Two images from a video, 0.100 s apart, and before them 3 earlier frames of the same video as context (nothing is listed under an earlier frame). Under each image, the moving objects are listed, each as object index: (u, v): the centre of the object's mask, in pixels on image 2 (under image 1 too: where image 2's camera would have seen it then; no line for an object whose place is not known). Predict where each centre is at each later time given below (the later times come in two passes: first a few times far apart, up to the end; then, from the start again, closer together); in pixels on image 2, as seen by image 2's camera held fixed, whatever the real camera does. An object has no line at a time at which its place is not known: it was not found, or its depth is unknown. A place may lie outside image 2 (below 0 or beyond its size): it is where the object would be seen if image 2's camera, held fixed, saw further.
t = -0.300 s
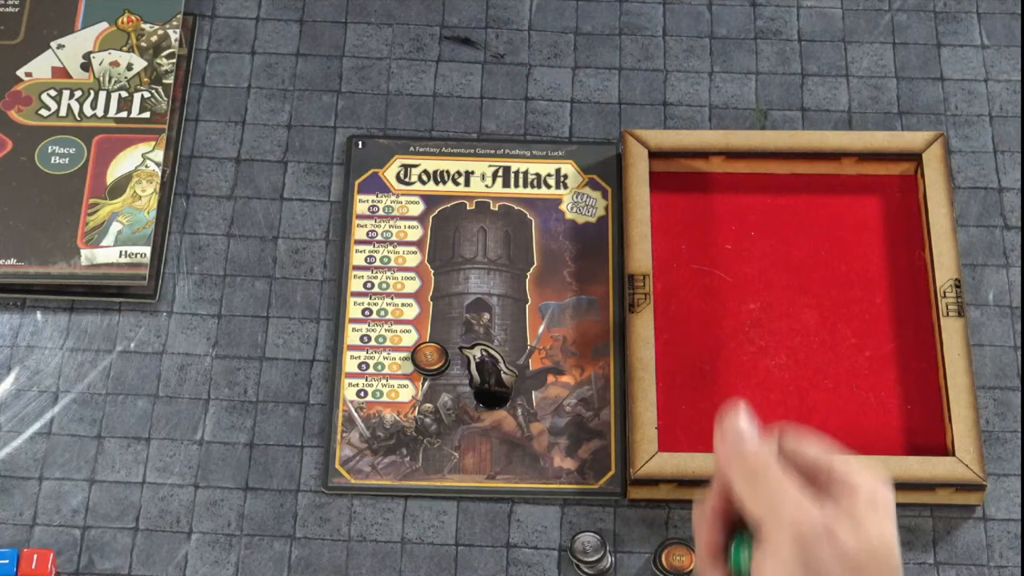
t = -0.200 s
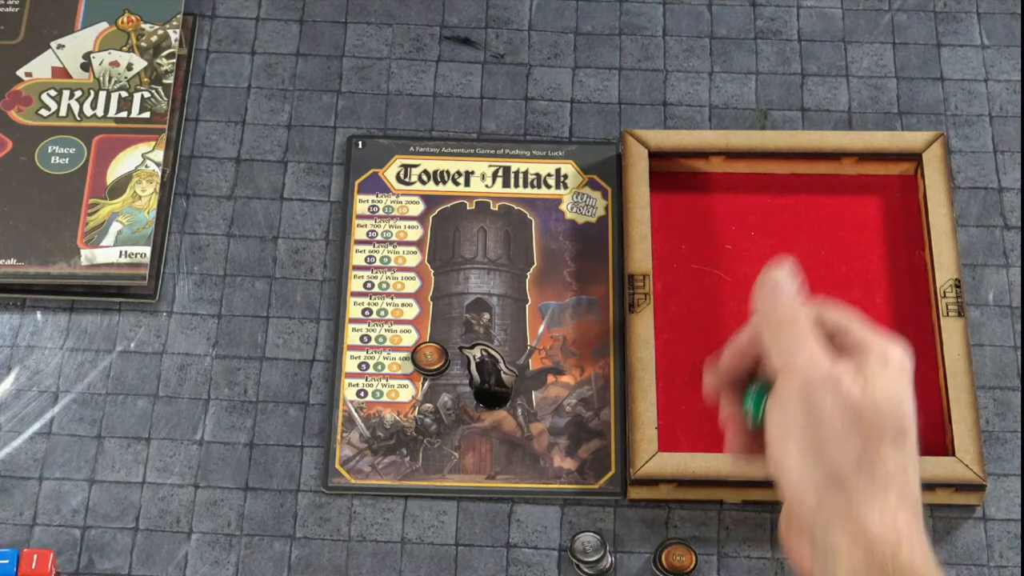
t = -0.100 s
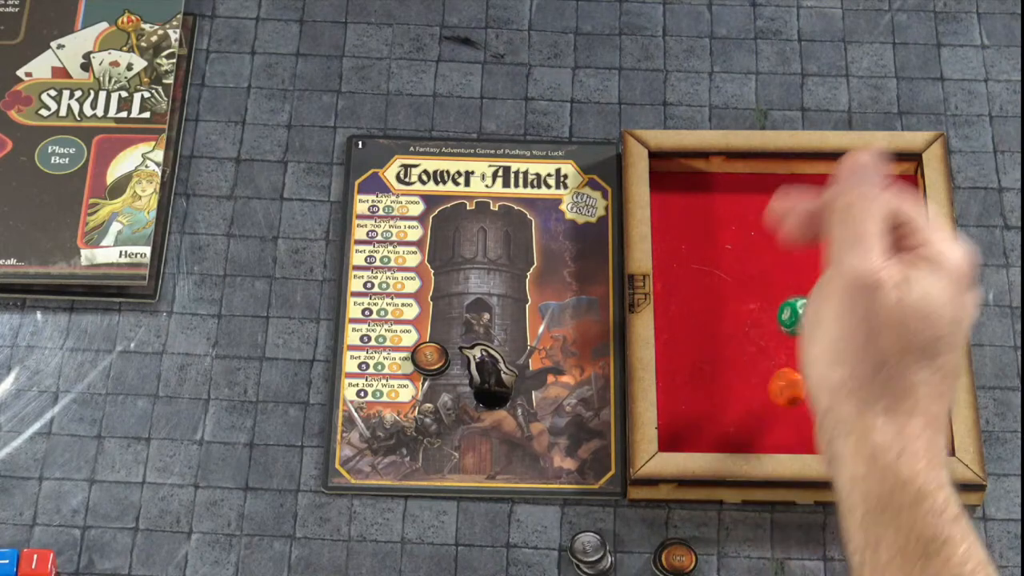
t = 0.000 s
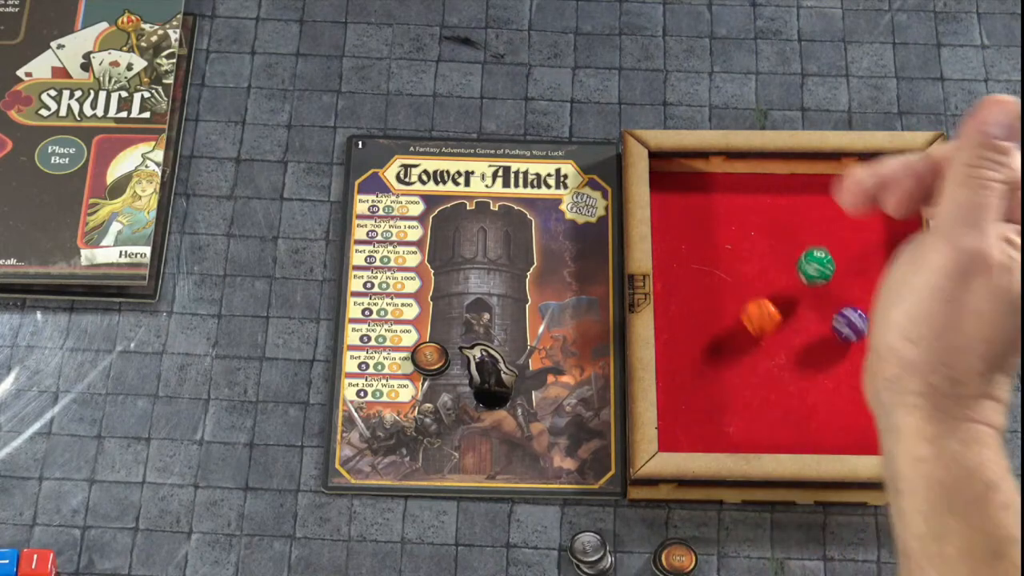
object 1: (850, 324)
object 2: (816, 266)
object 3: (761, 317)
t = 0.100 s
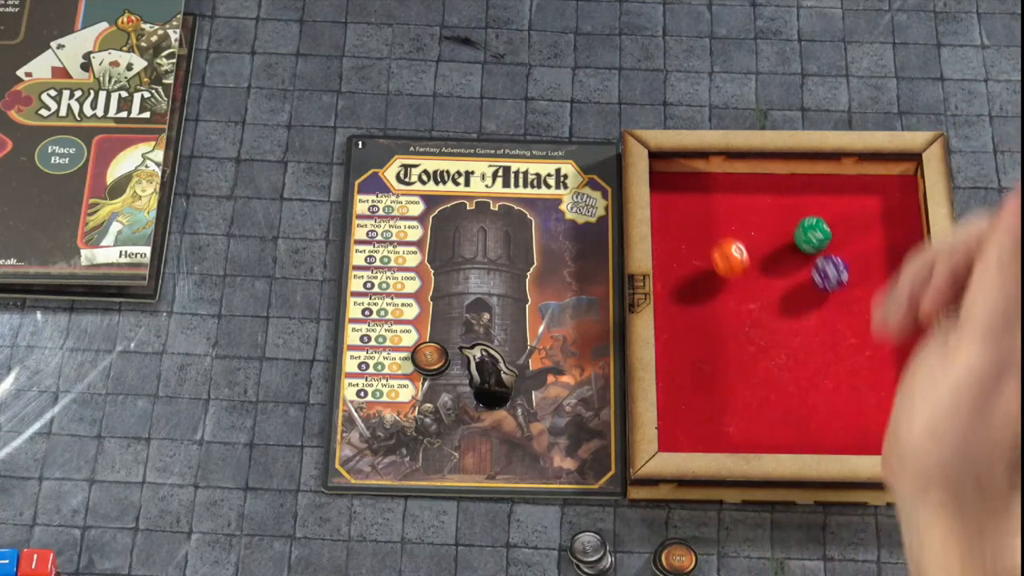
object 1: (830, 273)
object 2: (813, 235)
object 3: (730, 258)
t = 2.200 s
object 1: (821, 229)
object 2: (795, 182)
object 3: (669, 191)
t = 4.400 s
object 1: (821, 229)
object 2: (795, 182)
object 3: (669, 191)
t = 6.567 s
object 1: (821, 229)
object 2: (795, 182)
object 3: (669, 191)
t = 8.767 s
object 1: (821, 229)
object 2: (795, 182)
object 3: (669, 191)
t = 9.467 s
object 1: (821, 229)
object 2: (795, 182)
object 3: (669, 191)
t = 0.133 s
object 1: (824, 257)
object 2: (810, 227)
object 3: (721, 244)
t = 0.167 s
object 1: (822, 248)
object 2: (808, 217)
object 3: (711, 229)
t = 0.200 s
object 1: (820, 242)
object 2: (808, 206)
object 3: (701, 215)
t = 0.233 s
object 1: (819, 235)
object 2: (807, 196)
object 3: (691, 205)
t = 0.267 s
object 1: (819, 232)
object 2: (804, 187)
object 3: (680, 197)
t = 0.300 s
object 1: (820, 229)
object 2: (804, 179)
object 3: (668, 191)
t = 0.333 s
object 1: (824, 227)
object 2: (805, 177)
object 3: (668, 190)
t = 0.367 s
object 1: (825, 227)
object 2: (805, 180)
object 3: (670, 191)
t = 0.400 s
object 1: (823, 229)
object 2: (804, 182)
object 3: (669, 191)
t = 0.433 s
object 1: (820, 229)
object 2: (800, 184)
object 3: (669, 191)
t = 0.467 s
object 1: (822, 229)
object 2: (796, 182)
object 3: (669, 191)
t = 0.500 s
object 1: (821, 229)
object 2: (796, 181)
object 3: (669, 191)
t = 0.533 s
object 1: (821, 229)
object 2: (795, 182)
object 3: (669, 191)
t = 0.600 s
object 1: (821, 229)
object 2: (795, 182)
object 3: (669, 191)
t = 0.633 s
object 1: (821, 229)
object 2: (795, 182)
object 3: (669, 191)
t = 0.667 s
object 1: (821, 229)
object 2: (795, 182)
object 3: (669, 191)
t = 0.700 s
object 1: (821, 229)
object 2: (795, 182)
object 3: (669, 191)
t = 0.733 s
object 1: (821, 229)
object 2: (795, 182)
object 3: (669, 191)
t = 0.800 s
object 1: (821, 229)
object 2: (795, 182)
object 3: (669, 191)
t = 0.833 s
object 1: (821, 229)
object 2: (795, 182)
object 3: (669, 191)
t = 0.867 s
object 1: (821, 229)
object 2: (795, 182)
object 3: (669, 191)
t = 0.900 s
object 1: (821, 229)
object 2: (795, 182)
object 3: (669, 191)
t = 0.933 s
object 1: (821, 229)
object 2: (795, 182)
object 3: (669, 191)
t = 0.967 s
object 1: (821, 229)
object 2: (795, 182)
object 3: (669, 191)
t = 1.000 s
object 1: (821, 229)
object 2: (795, 182)
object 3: (669, 191)
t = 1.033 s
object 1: (821, 229)
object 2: (795, 182)
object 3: (669, 191)
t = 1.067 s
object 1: (821, 229)
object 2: (795, 182)
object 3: (669, 191)
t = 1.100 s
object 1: (821, 229)
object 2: (795, 182)
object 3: (669, 191)
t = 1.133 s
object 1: (821, 229)
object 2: (795, 182)
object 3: (669, 191)
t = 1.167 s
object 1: (821, 229)
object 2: (795, 182)
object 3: (669, 191)
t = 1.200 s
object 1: (821, 229)
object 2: (795, 182)
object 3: (669, 191)
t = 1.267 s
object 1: (821, 229)
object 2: (795, 182)
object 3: (669, 191)
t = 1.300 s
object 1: (821, 229)
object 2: (795, 182)
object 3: (669, 191)
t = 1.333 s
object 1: (821, 229)
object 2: (795, 182)
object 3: (669, 191)
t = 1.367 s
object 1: (821, 229)
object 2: (795, 182)
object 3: (669, 191)
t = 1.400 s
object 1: (821, 229)
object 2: (795, 182)
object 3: (669, 191)
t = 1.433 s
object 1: (821, 229)
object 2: (795, 182)
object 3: (669, 191)
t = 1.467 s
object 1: (821, 229)
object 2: (795, 182)
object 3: (669, 191)
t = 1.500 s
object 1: (821, 229)
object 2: (795, 182)
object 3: (669, 191)
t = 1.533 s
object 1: (821, 229)
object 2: (795, 182)
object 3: (669, 191)
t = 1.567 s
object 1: (821, 229)
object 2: (795, 182)
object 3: (669, 191)
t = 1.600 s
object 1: (821, 229)
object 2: (795, 182)
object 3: (669, 191)
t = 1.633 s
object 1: (821, 229)
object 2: (795, 182)
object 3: (669, 191)
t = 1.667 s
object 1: (821, 229)
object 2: (795, 182)
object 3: (669, 191)
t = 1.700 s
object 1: (821, 229)
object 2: (795, 182)
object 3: (669, 191)
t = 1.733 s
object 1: (821, 229)
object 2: (795, 182)
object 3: (669, 191)
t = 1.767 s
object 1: (821, 229)
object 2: (795, 182)
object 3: (669, 191)
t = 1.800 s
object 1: (821, 229)
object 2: (795, 182)
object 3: (669, 191)
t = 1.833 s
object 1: (821, 229)
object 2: (795, 182)
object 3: (669, 191)
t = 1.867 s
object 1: (821, 229)
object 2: (795, 182)
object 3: (669, 191)
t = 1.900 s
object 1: (821, 229)
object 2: (795, 182)
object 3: (669, 191)
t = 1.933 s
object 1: (821, 229)
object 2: (795, 182)
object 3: (669, 191)
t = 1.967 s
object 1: (821, 229)
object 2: (795, 182)
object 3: (669, 191)
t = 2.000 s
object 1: (821, 229)
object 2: (795, 182)
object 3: (669, 191)
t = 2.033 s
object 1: (821, 229)
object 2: (795, 182)
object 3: (669, 191)
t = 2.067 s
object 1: (821, 229)
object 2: (795, 182)
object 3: (669, 191)
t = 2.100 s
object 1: (821, 229)
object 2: (795, 182)
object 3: (669, 191)
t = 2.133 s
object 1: (821, 229)
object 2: (795, 182)
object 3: (669, 191)
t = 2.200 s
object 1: (821, 229)
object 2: (795, 182)
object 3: (669, 191)
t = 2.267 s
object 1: (821, 229)
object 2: (795, 182)
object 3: (669, 191)
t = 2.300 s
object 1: (821, 229)
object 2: (795, 182)
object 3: (669, 191)
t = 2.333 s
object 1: (821, 229)
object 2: (795, 182)
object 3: (669, 191)
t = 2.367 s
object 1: (821, 229)
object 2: (795, 182)
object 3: (669, 191)
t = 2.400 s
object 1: (821, 229)
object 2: (795, 182)
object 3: (669, 191)
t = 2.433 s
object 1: (821, 229)
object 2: (795, 182)
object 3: (669, 191)
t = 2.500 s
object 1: (821, 229)
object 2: (795, 182)
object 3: (669, 191)
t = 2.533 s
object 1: (821, 229)
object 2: (795, 182)
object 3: (669, 191)
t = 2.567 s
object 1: (821, 229)
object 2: (795, 182)
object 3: (669, 191)
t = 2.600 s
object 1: (821, 229)
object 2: (795, 182)
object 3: (669, 191)
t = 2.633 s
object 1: (821, 229)
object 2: (795, 182)
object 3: (669, 191)
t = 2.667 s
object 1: (821, 229)
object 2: (795, 182)
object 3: (669, 191)
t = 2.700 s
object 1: (821, 229)
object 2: (795, 182)
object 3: (669, 191)
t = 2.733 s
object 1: (821, 229)
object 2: (795, 182)
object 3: (669, 191)
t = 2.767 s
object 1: (821, 229)
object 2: (795, 182)
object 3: (669, 191)
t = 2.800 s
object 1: (821, 229)
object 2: (795, 182)
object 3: (669, 191)
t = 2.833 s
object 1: (821, 229)
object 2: (795, 182)
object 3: (669, 191)
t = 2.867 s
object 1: (821, 229)
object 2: (795, 182)
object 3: (669, 191)
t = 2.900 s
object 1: (821, 229)
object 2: (795, 182)
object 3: (669, 191)
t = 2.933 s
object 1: (821, 229)
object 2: (795, 182)
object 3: (669, 191)
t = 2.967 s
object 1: (821, 229)
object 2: (795, 182)
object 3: (669, 191)
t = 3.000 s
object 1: (821, 229)
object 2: (795, 182)
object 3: (669, 191)
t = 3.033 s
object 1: (821, 229)
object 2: (795, 182)
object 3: (669, 191)
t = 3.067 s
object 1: (821, 229)
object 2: (795, 182)
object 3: (669, 191)
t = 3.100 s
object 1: (821, 229)
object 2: (795, 182)
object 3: (669, 191)
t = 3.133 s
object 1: (821, 229)
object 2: (795, 182)
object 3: (669, 191)
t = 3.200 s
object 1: (821, 229)
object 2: (795, 182)
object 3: (669, 191)
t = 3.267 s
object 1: (821, 229)
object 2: (795, 182)
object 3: (669, 191)
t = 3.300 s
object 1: (821, 229)
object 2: (795, 182)
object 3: (669, 191)
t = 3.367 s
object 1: (821, 229)
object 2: (795, 182)
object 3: (669, 191)
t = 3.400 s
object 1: (821, 229)
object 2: (795, 182)
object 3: (669, 191)
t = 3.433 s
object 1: (821, 229)
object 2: (795, 182)
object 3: (669, 191)
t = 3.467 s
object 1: (821, 229)
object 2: (795, 182)
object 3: (669, 191)
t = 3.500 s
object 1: (821, 229)
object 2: (795, 182)
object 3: (669, 191)
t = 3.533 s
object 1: (821, 229)
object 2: (795, 182)
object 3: (669, 191)
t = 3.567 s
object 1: (821, 229)
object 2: (795, 182)
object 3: (669, 191)
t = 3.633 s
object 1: (821, 229)
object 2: (795, 182)
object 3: (669, 191)
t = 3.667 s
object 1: (821, 229)
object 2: (795, 182)
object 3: (669, 191)
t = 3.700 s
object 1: (821, 229)
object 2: (795, 182)
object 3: (669, 191)
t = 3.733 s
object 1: (821, 229)
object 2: (795, 182)
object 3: (669, 191)
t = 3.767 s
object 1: (821, 229)
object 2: (795, 182)
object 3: (669, 191)
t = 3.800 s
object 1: (821, 229)
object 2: (795, 182)
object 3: (669, 191)
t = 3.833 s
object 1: (821, 229)
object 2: (795, 182)
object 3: (669, 191)
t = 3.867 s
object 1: (821, 229)
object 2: (795, 182)
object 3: (669, 191)
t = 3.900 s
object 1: (821, 229)
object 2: (795, 182)
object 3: (669, 191)
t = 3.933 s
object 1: (821, 229)
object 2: (795, 182)
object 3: (669, 191)
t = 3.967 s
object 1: (821, 229)
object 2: (795, 182)
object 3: (669, 191)
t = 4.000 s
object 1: (821, 229)
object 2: (795, 182)
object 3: (669, 191)
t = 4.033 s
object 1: (821, 229)
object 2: (795, 182)
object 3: (669, 191)
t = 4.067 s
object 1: (821, 229)
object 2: (795, 182)
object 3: (669, 191)
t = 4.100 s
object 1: (821, 229)
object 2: (795, 182)
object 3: (669, 191)
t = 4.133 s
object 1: (821, 229)
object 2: (795, 182)
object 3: (669, 191)
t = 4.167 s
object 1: (821, 229)
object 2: (795, 182)
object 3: (669, 191)
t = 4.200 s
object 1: (821, 229)
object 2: (795, 182)
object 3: (669, 191)
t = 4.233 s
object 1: (821, 229)
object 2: (795, 182)
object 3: (669, 191)
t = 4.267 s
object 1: (821, 229)
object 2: (795, 182)
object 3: (669, 191)
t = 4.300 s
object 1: (821, 229)
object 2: (795, 182)
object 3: (669, 191)
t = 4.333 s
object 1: (821, 229)
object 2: (795, 182)
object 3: (669, 191)
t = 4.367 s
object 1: (821, 229)
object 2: (795, 182)
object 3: (669, 191)
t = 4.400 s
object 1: (821, 229)
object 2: (795, 182)
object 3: (669, 191)
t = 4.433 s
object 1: (821, 229)
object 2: (795, 182)
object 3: (669, 191)
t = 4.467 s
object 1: (821, 229)
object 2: (795, 182)
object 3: (669, 191)
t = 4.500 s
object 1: (821, 229)
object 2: (795, 182)
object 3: (669, 191)
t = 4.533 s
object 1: (821, 229)
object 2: (795, 182)
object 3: (669, 191)
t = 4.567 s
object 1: (821, 229)
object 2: (795, 182)
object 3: (669, 191)
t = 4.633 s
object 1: (821, 229)
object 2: (795, 182)
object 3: (669, 191)
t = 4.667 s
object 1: (821, 229)
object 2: (795, 182)
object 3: (669, 191)
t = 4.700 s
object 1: (821, 229)
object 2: (795, 182)
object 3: (669, 191)
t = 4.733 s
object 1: (821, 229)
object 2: (795, 182)
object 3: (669, 191)
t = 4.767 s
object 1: (821, 229)
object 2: (795, 182)
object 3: (669, 191)
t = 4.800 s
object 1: (821, 229)
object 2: (795, 182)
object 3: (669, 191)
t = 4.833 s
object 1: (821, 229)
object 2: (795, 182)
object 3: (669, 191)
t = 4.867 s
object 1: (821, 229)
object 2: (795, 182)
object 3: (669, 191)
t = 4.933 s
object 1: (821, 229)
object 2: (795, 182)
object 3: (669, 191)
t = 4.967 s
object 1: (821, 229)
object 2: (795, 182)
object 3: (669, 191)
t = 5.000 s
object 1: (821, 229)
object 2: (795, 182)
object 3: (669, 191)
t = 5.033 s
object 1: (821, 229)
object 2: (795, 182)
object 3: (669, 191)
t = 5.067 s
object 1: (821, 229)
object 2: (795, 182)
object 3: (669, 191)
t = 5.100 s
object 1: (821, 229)
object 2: (795, 182)
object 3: (669, 191)
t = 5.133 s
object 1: (821, 229)
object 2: (795, 182)
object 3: (669, 191)
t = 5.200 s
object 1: (821, 229)
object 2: (795, 182)
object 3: (669, 191)
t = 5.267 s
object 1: (821, 229)
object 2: (795, 182)
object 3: (669, 191)
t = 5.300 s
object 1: (821, 229)
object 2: (795, 182)
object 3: (669, 191)
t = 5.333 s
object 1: (821, 229)
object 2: (795, 182)
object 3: (669, 191)
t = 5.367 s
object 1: (821, 229)
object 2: (795, 182)
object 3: (669, 191)
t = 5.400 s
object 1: (821, 229)
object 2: (795, 182)
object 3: (669, 191)
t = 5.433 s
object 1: (821, 229)
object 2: (795, 182)
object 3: (669, 191)
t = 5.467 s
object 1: (821, 229)
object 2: (795, 182)
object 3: (669, 191)
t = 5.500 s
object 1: (821, 229)
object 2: (795, 182)
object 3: (669, 191)
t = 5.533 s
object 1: (821, 229)
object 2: (795, 182)
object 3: (669, 191)
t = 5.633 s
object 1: (821, 229)
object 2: (795, 182)
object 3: (669, 191)
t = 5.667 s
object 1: (821, 229)
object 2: (795, 182)
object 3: (669, 191)
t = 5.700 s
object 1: (821, 229)
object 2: (795, 182)
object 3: (669, 191)
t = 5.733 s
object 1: (821, 229)
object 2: (795, 182)
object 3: (669, 191)
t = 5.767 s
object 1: (821, 229)
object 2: (795, 182)
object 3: (669, 191)
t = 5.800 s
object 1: (821, 229)
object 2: (795, 182)
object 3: (669, 191)
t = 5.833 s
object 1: (821, 229)
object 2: (795, 182)
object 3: (669, 191)
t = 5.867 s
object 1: (821, 229)
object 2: (795, 182)
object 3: (669, 191)
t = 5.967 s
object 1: (821, 229)
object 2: (795, 182)
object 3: (669, 191)
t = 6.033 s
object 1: (821, 229)
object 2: (795, 182)
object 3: (669, 191)
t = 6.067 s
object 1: (821, 229)
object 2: (795, 182)
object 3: (669, 191)
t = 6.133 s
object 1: (821, 229)
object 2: (795, 182)
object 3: (669, 191)
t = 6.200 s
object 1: (821, 229)
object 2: (795, 182)
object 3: (669, 191)
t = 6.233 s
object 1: (821, 229)
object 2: (795, 182)
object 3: (669, 191)
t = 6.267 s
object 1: (821, 229)
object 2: (795, 182)
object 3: (669, 191)
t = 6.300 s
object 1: (821, 229)
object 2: (795, 182)
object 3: (669, 191)
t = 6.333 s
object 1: (821, 229)
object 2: (795, 182)
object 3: (669, 191)
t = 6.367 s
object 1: (821, 229)
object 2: (795, 182)
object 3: (669, 191)
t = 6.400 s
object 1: (821, 229)
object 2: (795, 182)
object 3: (669, 191)
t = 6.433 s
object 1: (821, 229)
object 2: (795, 182)
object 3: (669, 191)
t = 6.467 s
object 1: (821, 229)
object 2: (795, 182)
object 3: (669, 191)
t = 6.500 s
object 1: (821, 229)
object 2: (795, 182)
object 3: (669, 191)
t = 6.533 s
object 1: (821, 229)
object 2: (795, 182)
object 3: (669, 191)
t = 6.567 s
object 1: (821, 229)
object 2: (795, 182)
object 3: (669, 191)
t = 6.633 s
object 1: (821, 229)
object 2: (795, 182)
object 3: (669, 191)
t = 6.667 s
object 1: (821, 229)
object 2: (795, 182)
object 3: (669, 191)
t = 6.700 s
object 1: (821, 229)
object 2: (795, 182)
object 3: (669, 191)
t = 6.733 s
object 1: (821, 229)
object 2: (795, 182)
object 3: (669, 191)
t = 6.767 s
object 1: (821, 229)
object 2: (795, 182)
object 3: (669, 191)
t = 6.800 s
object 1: (821, 229)
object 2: (795, 182)
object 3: (669, 191)
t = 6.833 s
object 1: (821, 229)
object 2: (795, 182)
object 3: (669, 191)
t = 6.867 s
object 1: (821, 229)
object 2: (795, 182)
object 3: (669, 191)
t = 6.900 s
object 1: (821, 229)
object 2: (795, 182)
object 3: (669, 191)
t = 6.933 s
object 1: (821, 229)
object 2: (795, 182)
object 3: (669, 191)
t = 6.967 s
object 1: (821, 229)
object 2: (795, 182)
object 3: (669, 191)
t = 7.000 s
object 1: (821, 229)
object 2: (795, 182)
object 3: (669, 191)
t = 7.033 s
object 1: (821, 229)
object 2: (795, 182)
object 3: (669, 191)
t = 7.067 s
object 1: (821, 229)
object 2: (795, 182)
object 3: (669, 191)
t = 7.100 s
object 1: (821, 229)
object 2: (795, 182)
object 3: (669, 191)
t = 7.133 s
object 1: (821, 229)
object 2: (795, 182)
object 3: (669, 191)
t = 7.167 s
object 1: (821, 229)
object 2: (795, 182)
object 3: (669, 191)
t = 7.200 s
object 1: (821, 229)
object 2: (795, 182)
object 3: (669, 191)
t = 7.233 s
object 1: (821, 229)
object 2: (795, 182)
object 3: (669, 191)
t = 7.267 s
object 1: (821, 229)
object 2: (795, 182)
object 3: (669, 191)
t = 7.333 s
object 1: (821, 229)
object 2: (795, 182)
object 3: (669, 191)
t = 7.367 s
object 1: (821, 229)
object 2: (795, 182)
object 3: (669, 191)
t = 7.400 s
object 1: (821, 229)
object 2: (795, 182)
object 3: (669, 191)
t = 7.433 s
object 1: (821, 229)
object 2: (795, 182)
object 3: (669, 191)
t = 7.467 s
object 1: (821, 229)
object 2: (795, 182)
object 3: (669, 191)
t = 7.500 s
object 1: (821, 229)
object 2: (795, 182)
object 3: (669, 191)
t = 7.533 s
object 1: (821, 229)
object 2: (795, 182)
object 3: (669, 191)
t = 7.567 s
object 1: (821, 229)
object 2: (795, 182)
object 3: (669, 191)
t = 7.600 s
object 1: (821, 229)
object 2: (795, 182)
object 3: (669, 191)
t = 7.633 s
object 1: (821, 229)
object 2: (795, 182)
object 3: (669, 191)
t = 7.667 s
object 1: (821, 229)
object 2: (795, 182)
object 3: (669, 191)
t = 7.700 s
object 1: (821, 229)
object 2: (795, 182)
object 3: (669, 191)
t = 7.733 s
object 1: (821, 229)
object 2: (795, 182)
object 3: (669, 191)
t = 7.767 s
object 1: (821, 229)
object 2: (795, 182)
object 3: (669, 191)
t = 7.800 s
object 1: (821, 229)
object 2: (795, 182)
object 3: (669, 191)
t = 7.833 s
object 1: (821, 229)
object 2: (795, 182)
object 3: (669, 191)
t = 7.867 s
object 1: (821, 229)
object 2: (795, 182)
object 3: (669, 191)
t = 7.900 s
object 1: (821, 229)
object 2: (795, 182)
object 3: (669, 191)
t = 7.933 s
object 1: (821, 229)
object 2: (795, 182)
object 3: (669, 191)
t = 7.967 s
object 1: (821, 229)
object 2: (795, 182)
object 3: (669, 191)
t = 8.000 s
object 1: (821, 229)
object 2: (795, 182)
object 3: (669, 191)
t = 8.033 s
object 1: (821, 229)
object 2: (795, 182)
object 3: (669, 191)
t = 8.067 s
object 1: (821, 229)
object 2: (795, 182)
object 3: (669, 191)
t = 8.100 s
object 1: (821, 229)
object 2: (795, 182)
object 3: (669, 191)
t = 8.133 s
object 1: (821, 229)
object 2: (795, 182)
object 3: (669, 191)
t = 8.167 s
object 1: (821, 229)
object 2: (795, 182)
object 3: (669, 191)
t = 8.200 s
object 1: (821, 229)
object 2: (795, 182)
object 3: (669, 191)
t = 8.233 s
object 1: (821, 229)
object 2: (795, 182)
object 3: (669, 191)
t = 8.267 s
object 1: (821, 229)
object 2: (795, 182)
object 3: (669, 191)
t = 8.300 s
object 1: (821, 229)
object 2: (795, 182)
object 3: (669, 191)
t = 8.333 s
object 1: (821, 229)
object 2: (795, 182)
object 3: (669, 191)
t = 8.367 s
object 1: (821, 229)
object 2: (795, 182)
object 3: (669, 191)
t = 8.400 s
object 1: (821, 229)
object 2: (795, 182)
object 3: (669, 191)
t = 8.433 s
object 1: (821, 229)
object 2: (795, 182)
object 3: (669, 191)
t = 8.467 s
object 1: (821, 229)
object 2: (795, 182)
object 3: (669, 191)
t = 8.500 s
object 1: (821, 229)
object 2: (795, 182)
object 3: (669, 191)
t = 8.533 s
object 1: (821, 229)
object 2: (795, 182)
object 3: (669, 191)
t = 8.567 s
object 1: (821, 229)
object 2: (795, 182)
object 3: (669, 191)
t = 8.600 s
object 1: (821, 229)
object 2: (795, 182)
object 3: (669, 191)
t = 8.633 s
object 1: (821, 229)
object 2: (795, 182)
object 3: (669, 191)
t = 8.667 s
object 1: (821, 229)
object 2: (795, 182)
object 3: (669, 191)
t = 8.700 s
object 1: (821, 229)
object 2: (795, 182)
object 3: (669, 191)
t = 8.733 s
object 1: (821, 229)
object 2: (795, 182)
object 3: (669, 191)
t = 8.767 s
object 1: (821, 229)
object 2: (795, 182)
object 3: (669, 191)
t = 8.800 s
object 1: (821, 229)
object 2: (795, 182)
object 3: (669, 191)
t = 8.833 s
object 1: (821, 229)
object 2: (795, 182)
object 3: (669, 191)
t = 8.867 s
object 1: (821, 229)
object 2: (795, 182)
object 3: (669, 191)
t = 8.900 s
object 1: (821, 229)
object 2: (795, 182)
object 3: (669, 191)
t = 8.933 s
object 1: (821, 229)
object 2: (795, 182)
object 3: (669, 191)
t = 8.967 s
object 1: (821, 229)
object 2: (795, 182)
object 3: (669, 191)
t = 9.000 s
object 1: (821, 229)
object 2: (795, 182)
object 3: (669, 191)
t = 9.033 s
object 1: (821, 229)
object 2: (795, 182)
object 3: (669, 191)
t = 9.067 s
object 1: (821, 229)
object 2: (795, 182)
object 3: (669, 191)
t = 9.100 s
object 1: (821, 229)
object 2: (795, 182)
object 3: (669, 191)
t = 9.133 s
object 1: (821, 229)
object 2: (795, 182)
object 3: (669, 191)
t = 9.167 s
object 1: (821, 229)
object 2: (795, 182)
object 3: (669, 191)
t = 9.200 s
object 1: (821, 229)
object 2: (795, 182)
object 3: (669, 191)
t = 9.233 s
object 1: (821, 229)
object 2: (795, 182)
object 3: (669, 191)
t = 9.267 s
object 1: (821, 229)
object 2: (795, 182)
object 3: (669, 191)
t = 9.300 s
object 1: (821, 229)
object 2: (795, 182)
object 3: (669, 191)
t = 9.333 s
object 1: (821, 229)
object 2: (795, 182)
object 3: (669, 191)
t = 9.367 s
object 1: (821, 229)
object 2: (795, 182)
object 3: (669, 191)
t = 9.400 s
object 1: (821, 229)
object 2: (795, 182)
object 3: (669, 191)
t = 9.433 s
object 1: (821, 229)
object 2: (795, 182)
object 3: (669, 191)
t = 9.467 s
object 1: (821, 229)
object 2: (795, 182)
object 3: (669, 191)
